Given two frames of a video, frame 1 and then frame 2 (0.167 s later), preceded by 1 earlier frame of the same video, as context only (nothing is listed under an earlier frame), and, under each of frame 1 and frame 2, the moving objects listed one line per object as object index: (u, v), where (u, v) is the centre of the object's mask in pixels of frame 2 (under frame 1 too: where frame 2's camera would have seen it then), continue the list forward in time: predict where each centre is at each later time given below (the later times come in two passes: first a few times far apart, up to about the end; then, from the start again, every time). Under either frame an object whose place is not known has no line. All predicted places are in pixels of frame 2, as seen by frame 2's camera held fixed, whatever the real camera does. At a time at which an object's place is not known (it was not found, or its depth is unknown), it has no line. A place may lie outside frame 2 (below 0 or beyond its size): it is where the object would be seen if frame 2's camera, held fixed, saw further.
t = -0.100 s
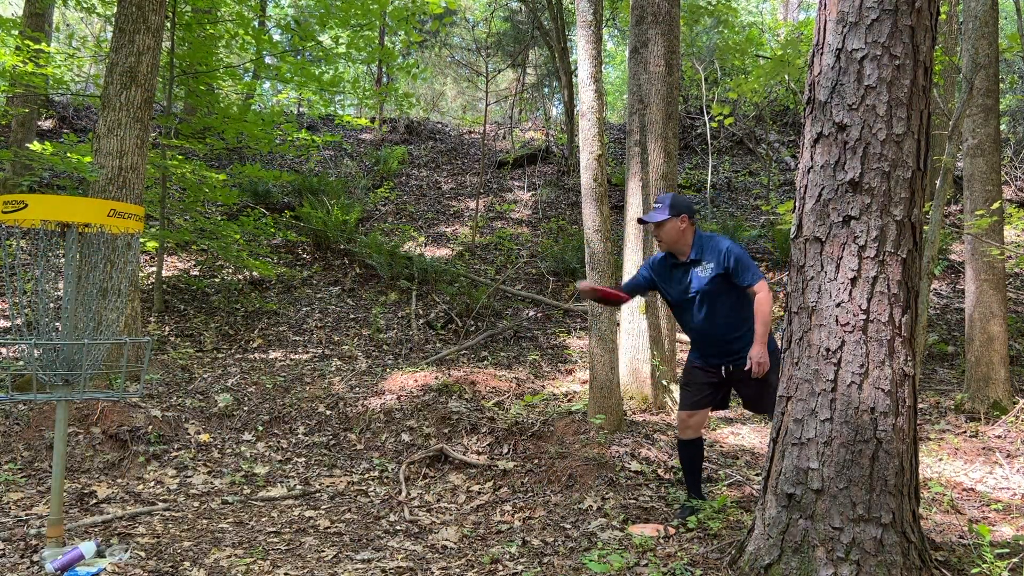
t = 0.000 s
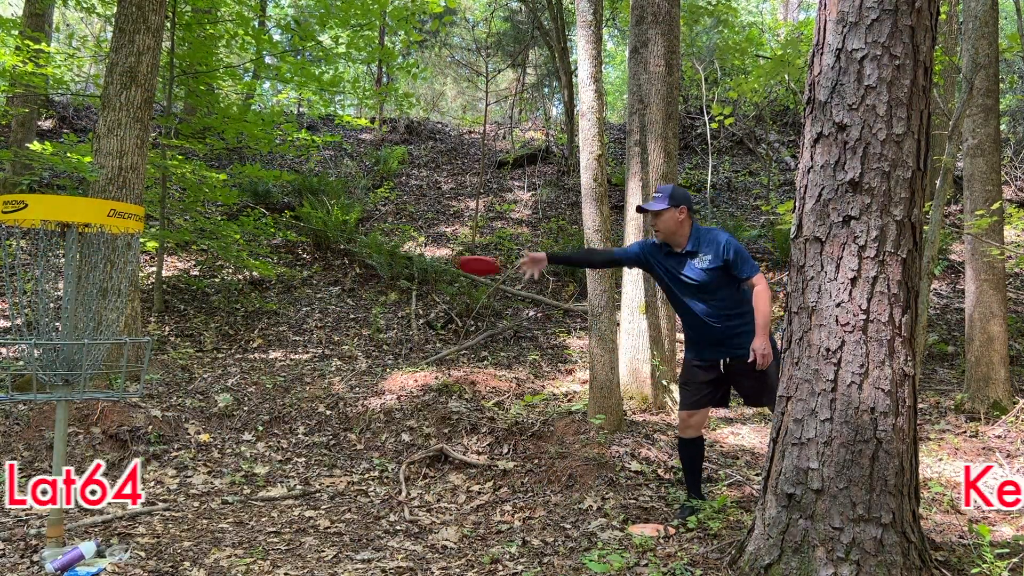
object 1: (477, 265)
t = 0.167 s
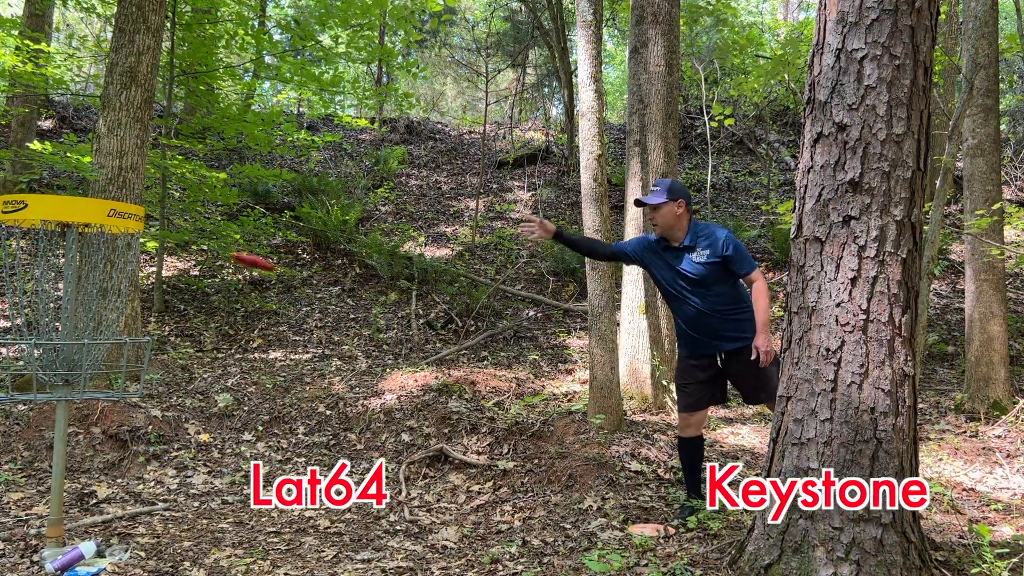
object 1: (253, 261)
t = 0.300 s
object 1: (104, 280)
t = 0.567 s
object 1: (61, 337)
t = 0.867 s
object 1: (74, 358)
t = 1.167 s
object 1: (78, 365)
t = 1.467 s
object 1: (81, 365)
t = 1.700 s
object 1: (85, 370)
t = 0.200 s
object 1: (209, 267)
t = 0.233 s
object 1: (159, 273)
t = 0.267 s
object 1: (121, 274)
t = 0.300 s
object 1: (104, 280)
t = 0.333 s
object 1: (91, 283)
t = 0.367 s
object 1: (83, 286)
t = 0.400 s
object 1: (77, 291)
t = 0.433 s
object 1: (73, 298)
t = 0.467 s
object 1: (69, 309)
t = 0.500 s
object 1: (65, 318)
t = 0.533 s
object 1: (62, 328)
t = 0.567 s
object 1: (61, 337)
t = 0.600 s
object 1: (62, 343)
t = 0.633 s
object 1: (65, 345)
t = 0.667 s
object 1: (68, 347)
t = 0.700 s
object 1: (70, 348)
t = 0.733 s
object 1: (71, 348)
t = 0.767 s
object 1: (72, 349)
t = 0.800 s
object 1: (73, 350)
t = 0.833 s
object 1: (74, 354)
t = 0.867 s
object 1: (74, 358)
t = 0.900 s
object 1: (74, 361)
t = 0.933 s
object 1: (75, 362)
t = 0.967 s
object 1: (75, 363)
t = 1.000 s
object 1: (76, 363)
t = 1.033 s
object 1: (76, 364)
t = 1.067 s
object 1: (77, 364)
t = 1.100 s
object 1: (77, 365)
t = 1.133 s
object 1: (78, 365)
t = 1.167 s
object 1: (78, 365)
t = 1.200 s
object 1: (79, 365)
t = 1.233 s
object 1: (80, 365)
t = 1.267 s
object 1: (80, 365)
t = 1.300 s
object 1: (81, 365)
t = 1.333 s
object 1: (81, 365)
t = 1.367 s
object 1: (81, 365)
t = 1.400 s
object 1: (81, 365)
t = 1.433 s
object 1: (81, 365)
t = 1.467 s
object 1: (81, 365)
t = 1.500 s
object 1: (81, 365)
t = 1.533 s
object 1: (82, 366)
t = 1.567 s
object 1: (83, 367)
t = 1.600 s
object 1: (83, 367)
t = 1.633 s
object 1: (83, 368)
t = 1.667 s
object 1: (84, 369)
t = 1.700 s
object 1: (85, 370)
